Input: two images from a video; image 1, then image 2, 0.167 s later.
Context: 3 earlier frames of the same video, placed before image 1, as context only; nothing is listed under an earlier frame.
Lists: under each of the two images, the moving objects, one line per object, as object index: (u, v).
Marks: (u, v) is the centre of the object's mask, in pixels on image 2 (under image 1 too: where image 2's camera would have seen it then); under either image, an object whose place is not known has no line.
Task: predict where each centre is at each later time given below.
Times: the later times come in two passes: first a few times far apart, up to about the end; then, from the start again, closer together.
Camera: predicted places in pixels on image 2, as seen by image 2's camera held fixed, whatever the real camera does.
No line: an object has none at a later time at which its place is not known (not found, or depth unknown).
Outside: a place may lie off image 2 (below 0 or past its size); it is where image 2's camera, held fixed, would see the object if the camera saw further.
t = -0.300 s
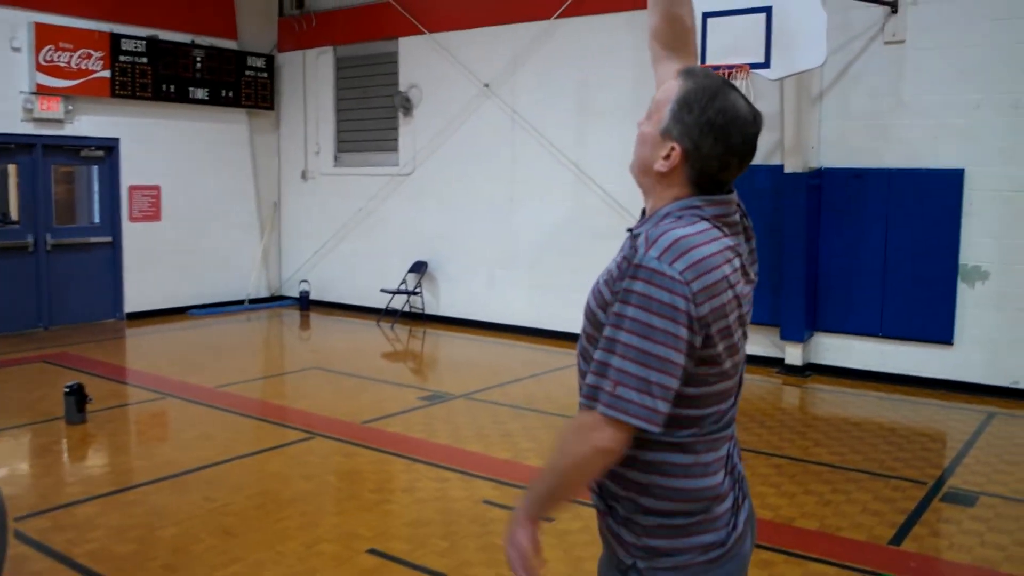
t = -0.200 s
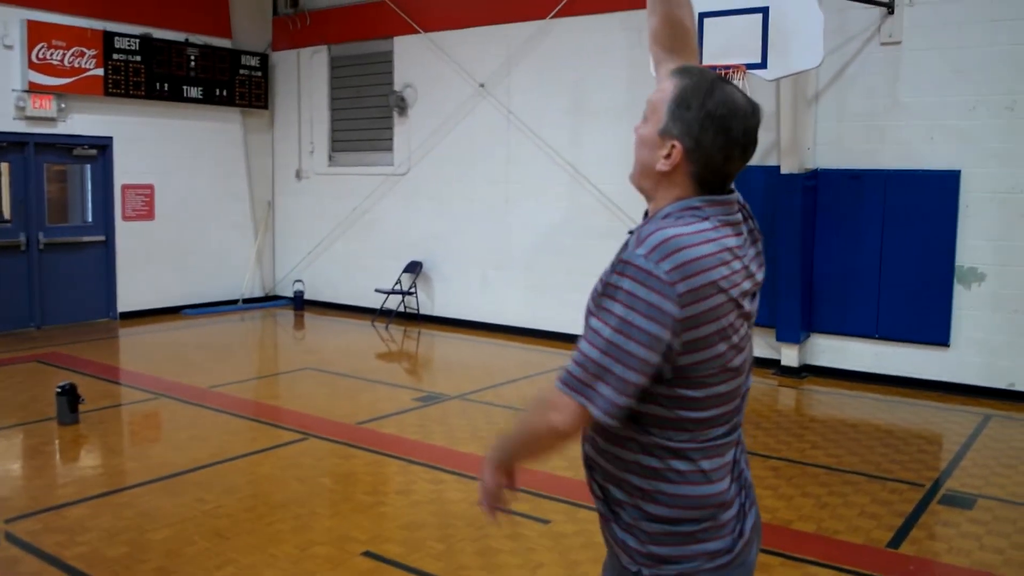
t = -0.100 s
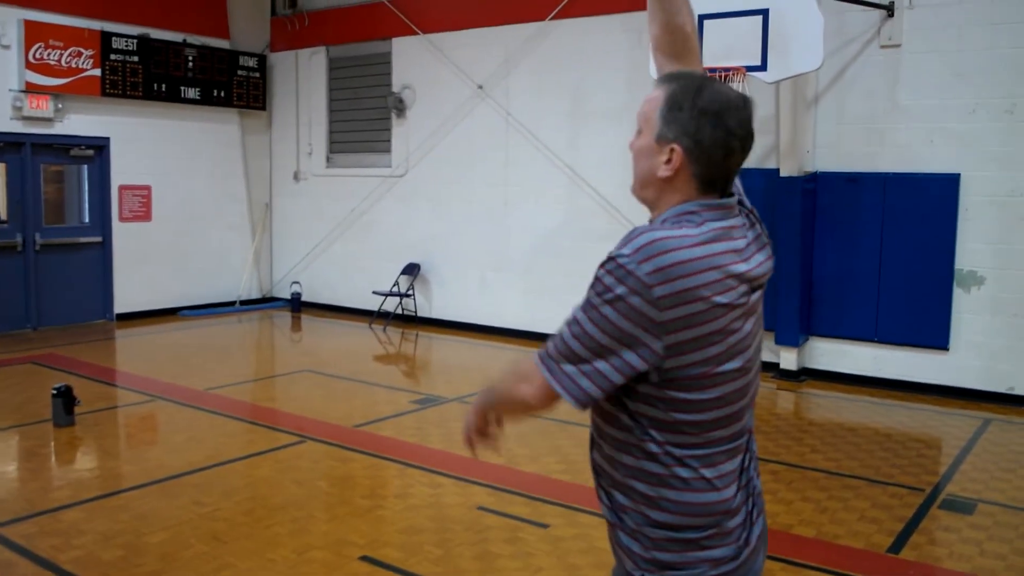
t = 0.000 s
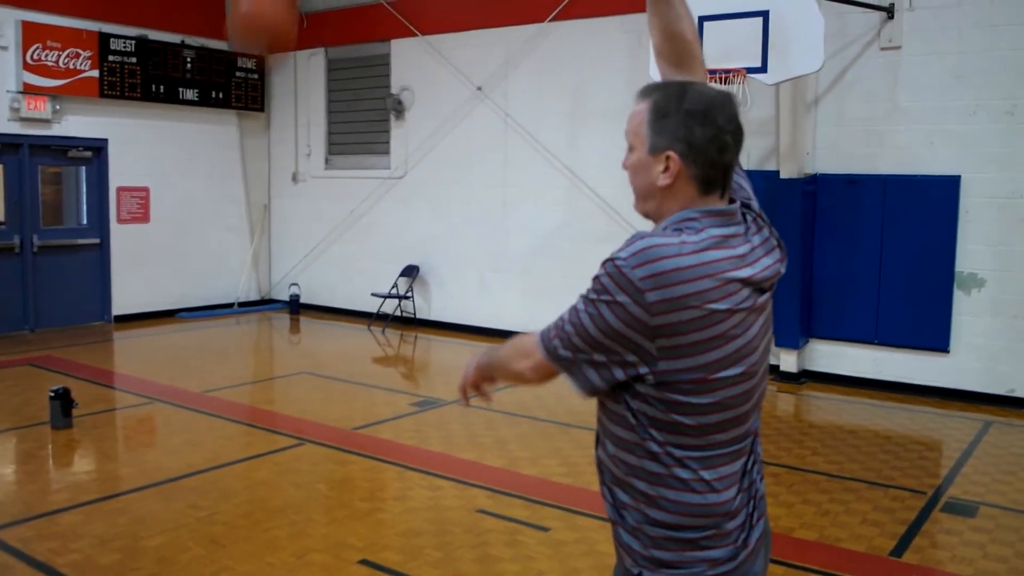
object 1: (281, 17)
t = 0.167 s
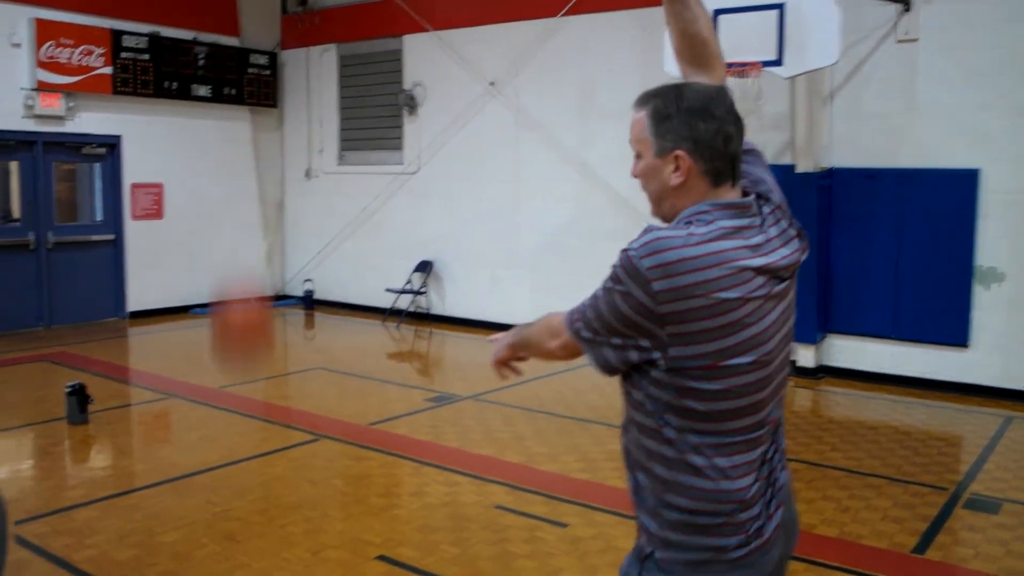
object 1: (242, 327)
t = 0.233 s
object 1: (232, 457)
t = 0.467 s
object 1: (215, 383)
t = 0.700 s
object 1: (203, 186)
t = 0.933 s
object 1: (192, 119)
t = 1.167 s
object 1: (186, 193)
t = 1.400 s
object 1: (186, 406)
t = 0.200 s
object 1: (236, 385)
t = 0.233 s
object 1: (232, 457)
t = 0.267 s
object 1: (229, 523)
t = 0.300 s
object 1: (221, 567)
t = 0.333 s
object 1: (224, 555)
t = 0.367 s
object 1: (220, 511)
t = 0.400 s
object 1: (218, 471)
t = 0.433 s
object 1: (214, 431)
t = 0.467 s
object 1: (215, 383)
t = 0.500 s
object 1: (214, 348)
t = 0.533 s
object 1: (209, 317)
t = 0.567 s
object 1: (209, 283)
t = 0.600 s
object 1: (209, 253)
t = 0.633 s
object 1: (206, 229)
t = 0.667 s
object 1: (205, 206)
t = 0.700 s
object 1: (203, 186)
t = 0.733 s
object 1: (202, 168)
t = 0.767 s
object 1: (200, 153)
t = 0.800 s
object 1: (198, 140)
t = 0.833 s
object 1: (197, 131)
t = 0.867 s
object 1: (196, 124)
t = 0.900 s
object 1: (194, 120)
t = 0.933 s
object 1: (192, 119)
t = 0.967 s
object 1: (191, 120)
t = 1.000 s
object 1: (190, 125)
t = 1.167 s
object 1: (186, 193)
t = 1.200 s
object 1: (186, 215)
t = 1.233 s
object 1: (185, 239)
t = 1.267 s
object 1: (184, 264)
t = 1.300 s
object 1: (183, 296)
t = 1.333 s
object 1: (183, 331)
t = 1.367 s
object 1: (184, 365)
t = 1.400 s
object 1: (186, 406)
